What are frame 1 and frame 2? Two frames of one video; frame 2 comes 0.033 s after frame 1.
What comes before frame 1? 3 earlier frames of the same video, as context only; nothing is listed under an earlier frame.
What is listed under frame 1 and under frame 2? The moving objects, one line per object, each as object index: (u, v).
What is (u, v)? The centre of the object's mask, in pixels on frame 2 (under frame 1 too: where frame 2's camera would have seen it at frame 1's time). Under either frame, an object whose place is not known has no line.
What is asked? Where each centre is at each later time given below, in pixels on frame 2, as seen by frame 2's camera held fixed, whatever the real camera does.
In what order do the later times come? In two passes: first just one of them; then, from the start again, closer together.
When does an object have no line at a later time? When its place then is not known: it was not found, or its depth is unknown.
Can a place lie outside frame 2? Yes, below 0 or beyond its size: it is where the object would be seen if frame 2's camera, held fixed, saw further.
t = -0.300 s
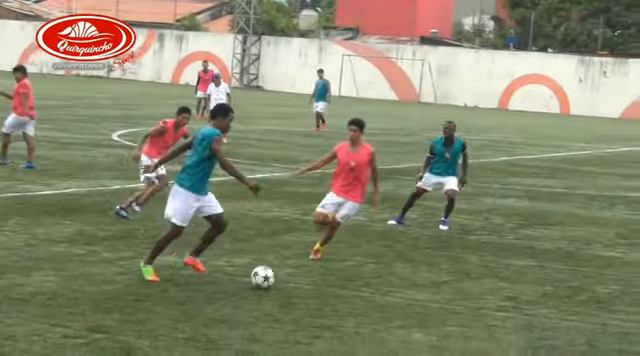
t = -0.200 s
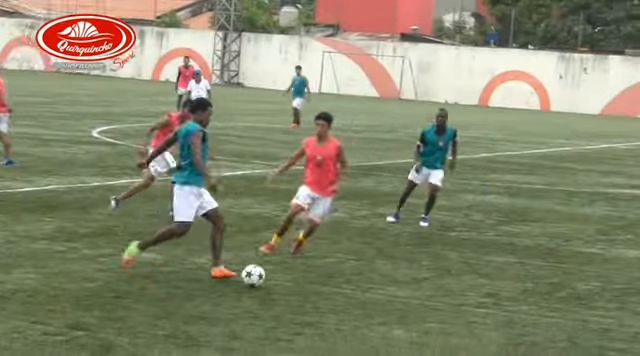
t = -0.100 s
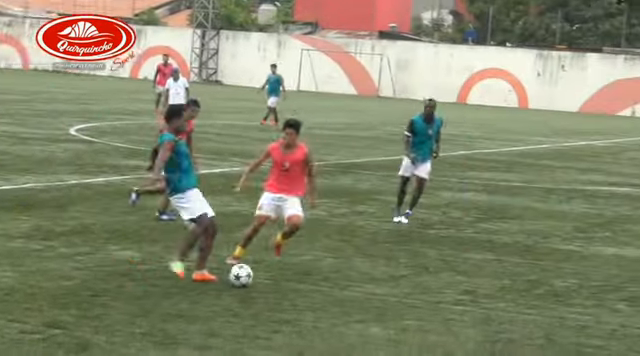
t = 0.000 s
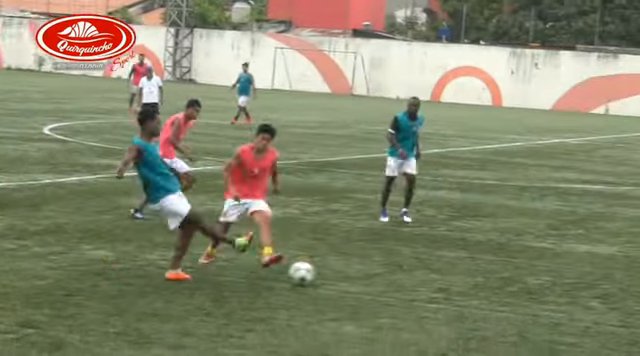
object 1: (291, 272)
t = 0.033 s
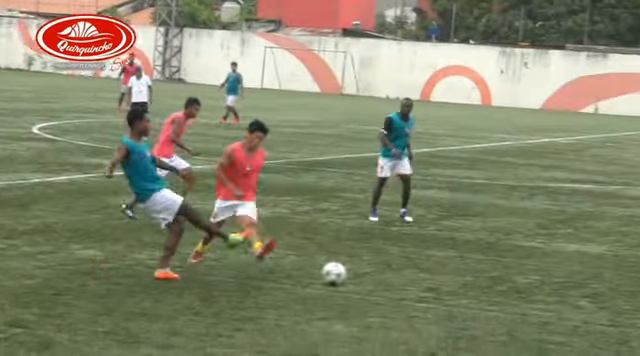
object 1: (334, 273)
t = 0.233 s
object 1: (550, 271)
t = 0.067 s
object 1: (374, 273)
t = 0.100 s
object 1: (412, 272)
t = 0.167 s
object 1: (484, 273)
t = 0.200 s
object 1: (517, 271)
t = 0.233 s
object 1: (550, 271)
